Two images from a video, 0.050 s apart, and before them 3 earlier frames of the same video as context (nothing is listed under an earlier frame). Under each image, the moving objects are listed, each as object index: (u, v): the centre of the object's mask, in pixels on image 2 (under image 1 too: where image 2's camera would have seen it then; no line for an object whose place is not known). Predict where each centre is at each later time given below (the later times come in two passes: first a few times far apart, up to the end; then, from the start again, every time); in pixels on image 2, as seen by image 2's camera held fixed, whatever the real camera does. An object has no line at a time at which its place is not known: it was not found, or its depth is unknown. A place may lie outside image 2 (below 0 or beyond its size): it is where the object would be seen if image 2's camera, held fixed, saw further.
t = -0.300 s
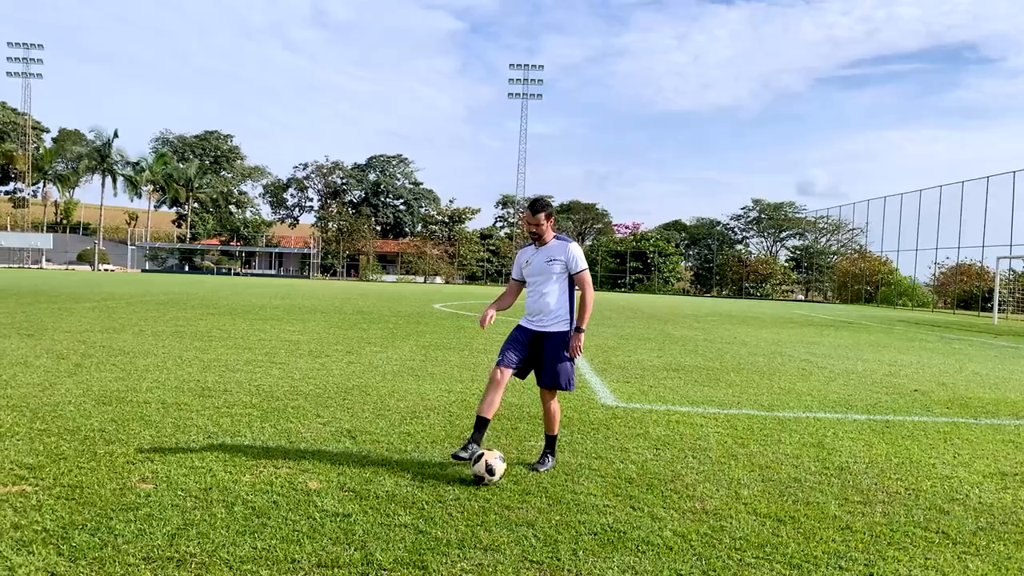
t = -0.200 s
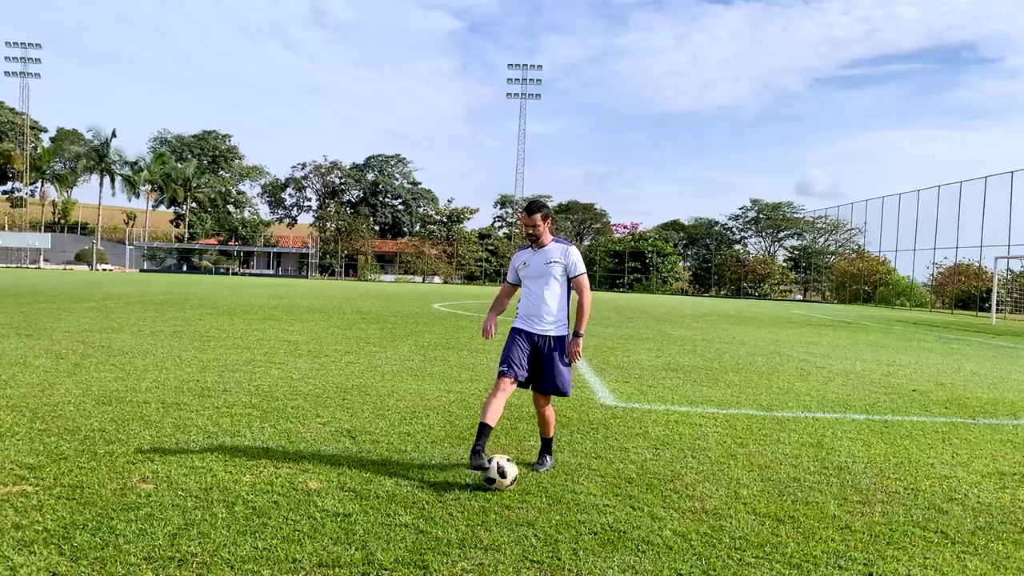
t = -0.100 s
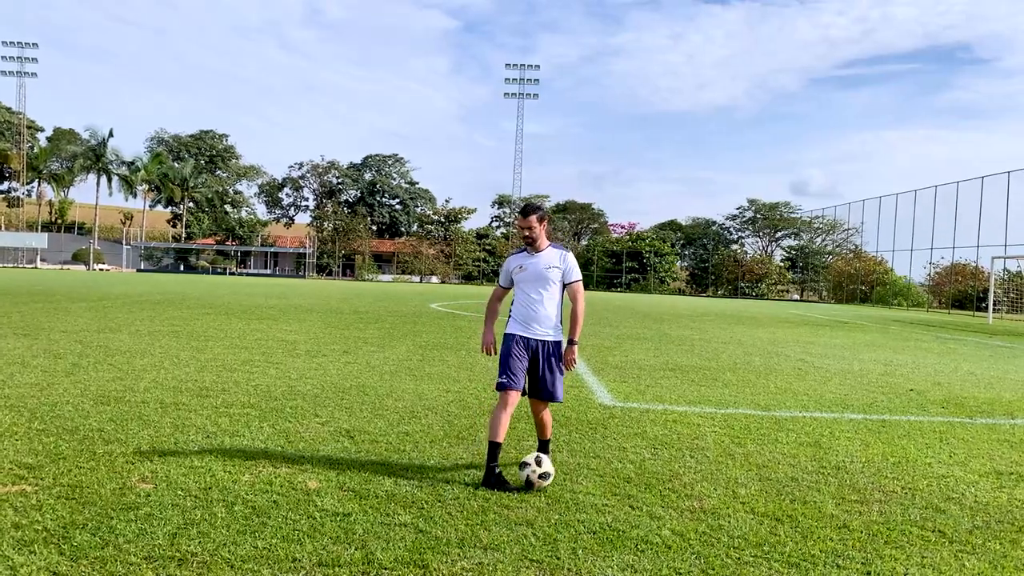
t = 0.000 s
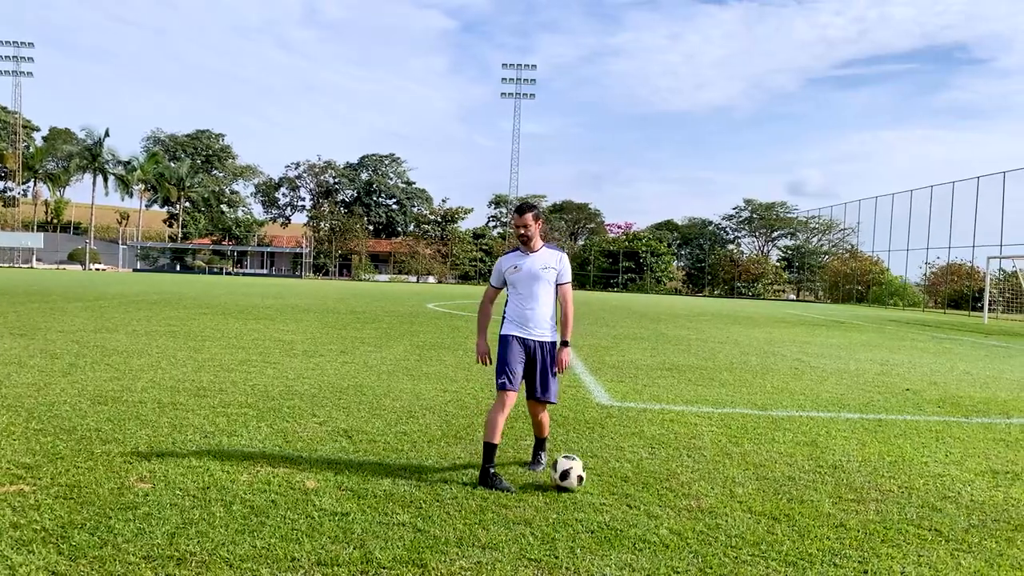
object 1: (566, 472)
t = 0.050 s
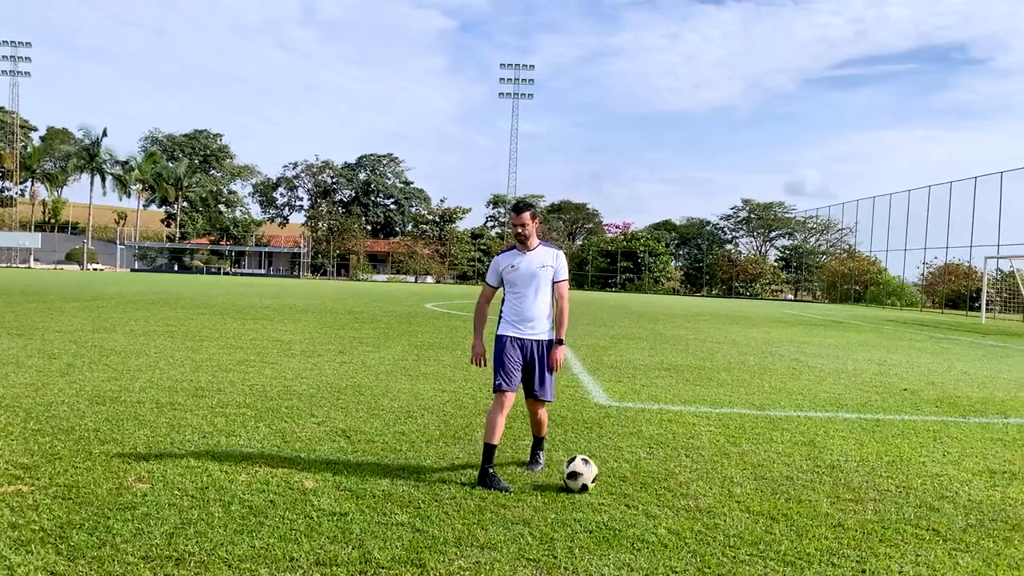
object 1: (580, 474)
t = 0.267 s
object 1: (628, 478)
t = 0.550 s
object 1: (688, 485)
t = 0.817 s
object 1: (735, 491)
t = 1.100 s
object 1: (779, 498)
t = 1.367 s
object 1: (808, 503)
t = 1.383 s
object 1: (810, 503)
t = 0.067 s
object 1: (584, 474)
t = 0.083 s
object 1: (588, 475)
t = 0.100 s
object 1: (592, 474)
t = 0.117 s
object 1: (595, 474)
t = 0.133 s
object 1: (600, 474)
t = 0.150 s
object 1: (603, 475)
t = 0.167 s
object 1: (607, 476)
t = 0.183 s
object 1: (610, 477)
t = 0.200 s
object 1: (614, 478)
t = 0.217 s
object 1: (618, 477)
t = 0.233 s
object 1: (622, 478)
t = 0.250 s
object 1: (625, 477)
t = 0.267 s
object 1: (628, 478)
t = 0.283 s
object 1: (631, 478)
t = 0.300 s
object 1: (635, 480)
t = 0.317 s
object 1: (640, 480)
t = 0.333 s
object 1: (643, 481)
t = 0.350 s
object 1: (647, 482)
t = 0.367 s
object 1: (651, 482)
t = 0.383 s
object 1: (654, 482)
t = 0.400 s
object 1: (658, 483)
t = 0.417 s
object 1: (661, 483)
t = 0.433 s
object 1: (665, 484)
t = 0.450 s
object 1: (668, 484)
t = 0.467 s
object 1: (672, 484)
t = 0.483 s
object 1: (675, 485)
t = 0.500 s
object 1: (679, 485)
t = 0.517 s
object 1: (682, 485)
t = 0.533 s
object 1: (685, 485)
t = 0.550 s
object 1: (688, 485)
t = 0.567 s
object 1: (692, 486)
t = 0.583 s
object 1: (694, 487)
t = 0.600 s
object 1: (697, 487)
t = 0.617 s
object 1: (700, 487)
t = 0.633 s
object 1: (703, 488)
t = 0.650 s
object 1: (706, 488)
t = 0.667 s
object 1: (709, 488)
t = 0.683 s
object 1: (712, 489)
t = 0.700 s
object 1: (715, 488)
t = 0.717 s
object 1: (718, 489)
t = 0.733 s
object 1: (721, 489)
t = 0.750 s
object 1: (724, 490)
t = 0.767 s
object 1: (727, 490)
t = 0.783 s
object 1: (729, 490)
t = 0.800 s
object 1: (733, 491)
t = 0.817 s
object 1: (735, 491)
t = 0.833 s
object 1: (738, 491)
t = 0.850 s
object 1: (740, 492)
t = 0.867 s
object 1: (743, 493)
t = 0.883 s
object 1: (746, 494)
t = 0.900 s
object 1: (749, 494)
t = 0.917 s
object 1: (752, 495)
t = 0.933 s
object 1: (754, 494)
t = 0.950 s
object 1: (756, 495)
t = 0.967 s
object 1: (759, 494)
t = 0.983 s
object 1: (762, 495)
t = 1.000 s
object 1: (764, 495)
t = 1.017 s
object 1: (767, 496)
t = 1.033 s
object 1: (769, 497)
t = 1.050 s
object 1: (771, 497)
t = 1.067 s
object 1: (773, 498)
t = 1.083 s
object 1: (776, 498)
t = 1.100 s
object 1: (779, 498)
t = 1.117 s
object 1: (781, 498)
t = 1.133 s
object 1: (782, 498)
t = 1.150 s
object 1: (785, 498)
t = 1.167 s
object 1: (787, 499)
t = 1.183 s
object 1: (789, 499)
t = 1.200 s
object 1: (791, 499)
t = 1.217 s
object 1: (792, 499)
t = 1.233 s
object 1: (794, 499)
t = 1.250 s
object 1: (796, 500)
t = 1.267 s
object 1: (798, 500)
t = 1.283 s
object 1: (800, 501)
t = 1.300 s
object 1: (801, 501)
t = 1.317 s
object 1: (803, 501)
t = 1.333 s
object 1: (804, 502)
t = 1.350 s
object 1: (806, 503)
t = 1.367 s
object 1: (808, 503)
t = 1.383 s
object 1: (810, 503)
